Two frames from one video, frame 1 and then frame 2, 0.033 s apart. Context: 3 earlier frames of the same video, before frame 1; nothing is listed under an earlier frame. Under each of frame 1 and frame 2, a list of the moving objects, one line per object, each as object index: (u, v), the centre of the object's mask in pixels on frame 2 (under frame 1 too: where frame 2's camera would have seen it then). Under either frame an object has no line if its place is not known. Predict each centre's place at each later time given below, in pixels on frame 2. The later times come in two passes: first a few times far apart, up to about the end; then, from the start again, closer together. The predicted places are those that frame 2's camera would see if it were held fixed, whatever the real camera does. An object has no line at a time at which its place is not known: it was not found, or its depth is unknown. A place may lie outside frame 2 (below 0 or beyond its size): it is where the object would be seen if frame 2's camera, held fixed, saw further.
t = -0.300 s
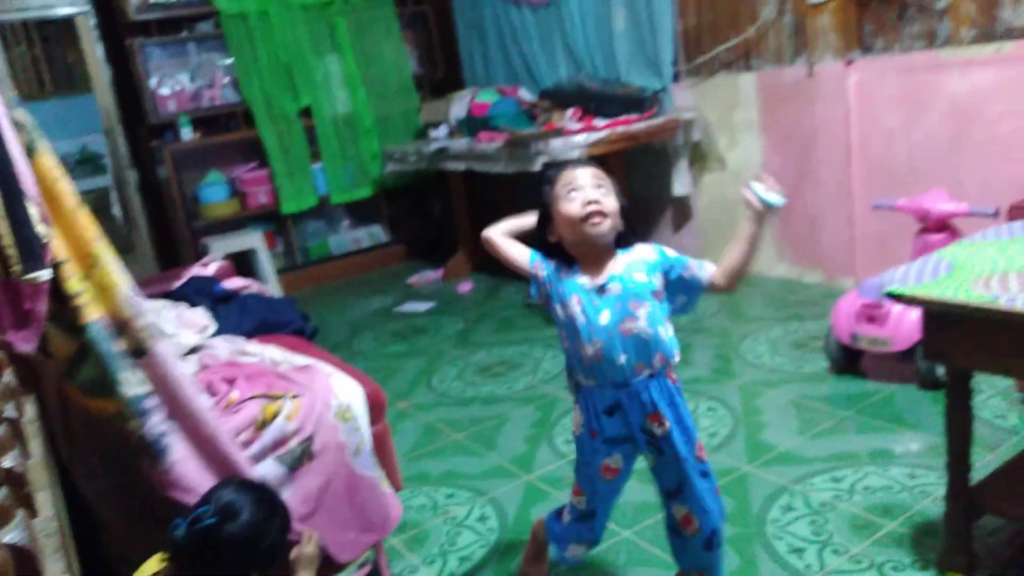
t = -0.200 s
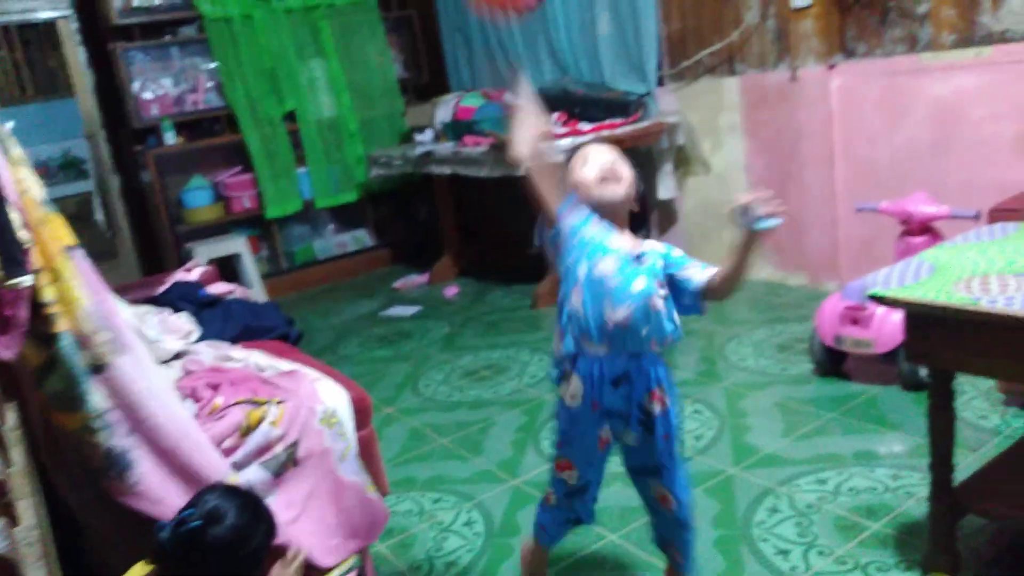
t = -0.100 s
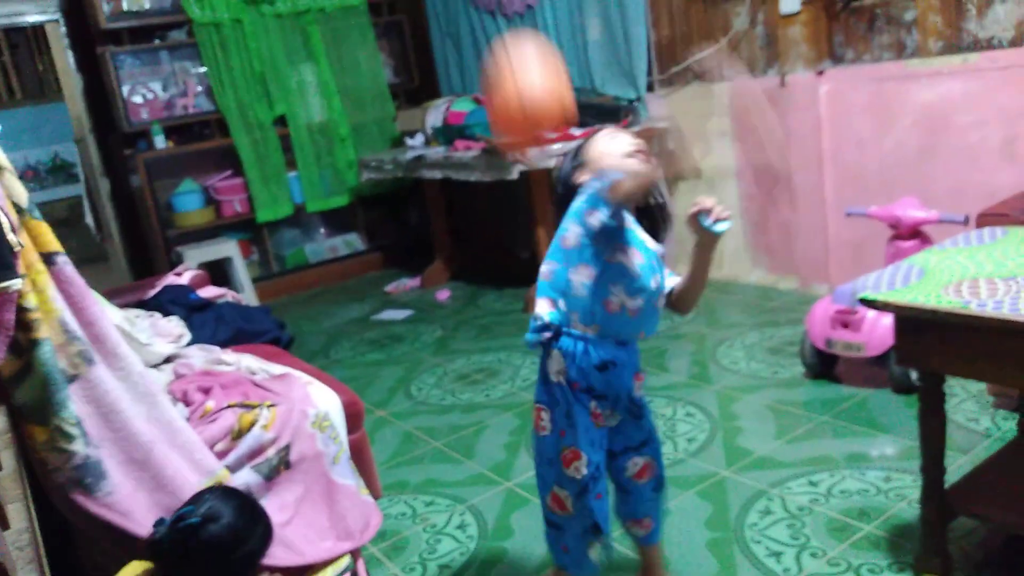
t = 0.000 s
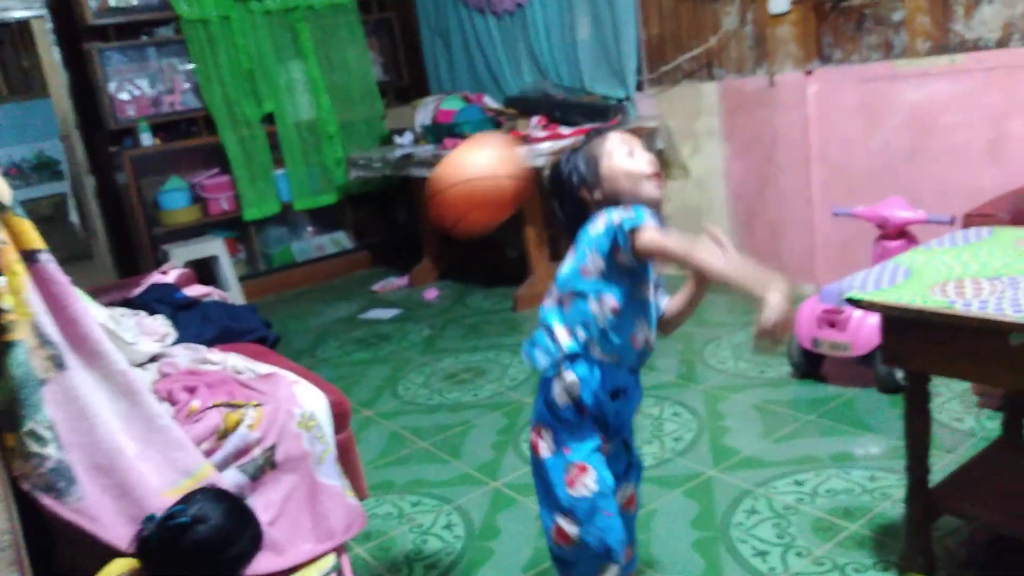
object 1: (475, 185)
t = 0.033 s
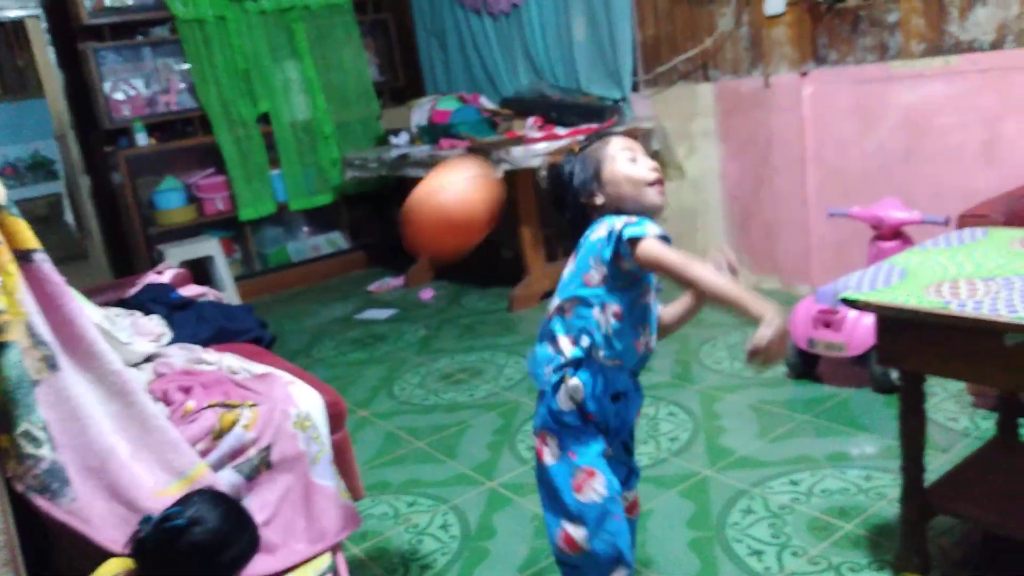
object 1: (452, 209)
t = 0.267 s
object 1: (358, 480)
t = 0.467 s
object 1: (367, 451)
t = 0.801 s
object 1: (486, 522)
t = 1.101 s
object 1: (521, 523)
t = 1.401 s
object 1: (554, 516)
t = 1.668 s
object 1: (587, 525)
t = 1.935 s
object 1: (618, 530)
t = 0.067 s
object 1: (433, 235)
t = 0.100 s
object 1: (415, 268)
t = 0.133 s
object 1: (397, 308)
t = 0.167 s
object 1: (382, 350)
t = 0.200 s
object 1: (370, 394)
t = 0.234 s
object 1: (359, 444)
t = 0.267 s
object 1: (358, 480)
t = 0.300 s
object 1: (359, 520)
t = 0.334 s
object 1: (354, 504)
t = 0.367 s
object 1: (350, 480)
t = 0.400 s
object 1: (353, 467)
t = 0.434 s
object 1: (358, 459)
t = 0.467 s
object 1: (367, 451)
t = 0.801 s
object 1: (486, 522)
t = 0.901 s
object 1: (493, 496)
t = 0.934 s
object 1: (496, 497)
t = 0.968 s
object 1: (501, 500)
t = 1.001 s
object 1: (507, 510)
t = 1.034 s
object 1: (513, 524)
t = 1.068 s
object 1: (519, 534)
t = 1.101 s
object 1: (521, 523)
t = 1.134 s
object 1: (523, 514)
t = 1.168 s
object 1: (526, 509)
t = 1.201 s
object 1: (529, 509)
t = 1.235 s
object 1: (534, 513)
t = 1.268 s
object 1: (539, 521)
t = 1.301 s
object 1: (544, 529)
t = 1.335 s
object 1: (547, 522)
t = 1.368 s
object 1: (550, 517)
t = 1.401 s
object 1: (554, 516)
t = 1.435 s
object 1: (558, 519)
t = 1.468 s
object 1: (563, 526)
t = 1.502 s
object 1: (568, 526)
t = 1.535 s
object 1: (571, 522)
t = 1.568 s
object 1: (575, 522)
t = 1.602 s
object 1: (579, 526)
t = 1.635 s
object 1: (583, 527)
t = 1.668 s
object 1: (587, 525)
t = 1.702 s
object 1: (591, 527)
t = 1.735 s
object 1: (596, 529)
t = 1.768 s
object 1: (599, 528)
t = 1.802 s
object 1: (604, 530)
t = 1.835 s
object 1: (607, 529)
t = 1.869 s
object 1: (611, 530)
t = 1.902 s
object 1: (615, 529)
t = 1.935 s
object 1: (618, 530)
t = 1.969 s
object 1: (622, 530)
